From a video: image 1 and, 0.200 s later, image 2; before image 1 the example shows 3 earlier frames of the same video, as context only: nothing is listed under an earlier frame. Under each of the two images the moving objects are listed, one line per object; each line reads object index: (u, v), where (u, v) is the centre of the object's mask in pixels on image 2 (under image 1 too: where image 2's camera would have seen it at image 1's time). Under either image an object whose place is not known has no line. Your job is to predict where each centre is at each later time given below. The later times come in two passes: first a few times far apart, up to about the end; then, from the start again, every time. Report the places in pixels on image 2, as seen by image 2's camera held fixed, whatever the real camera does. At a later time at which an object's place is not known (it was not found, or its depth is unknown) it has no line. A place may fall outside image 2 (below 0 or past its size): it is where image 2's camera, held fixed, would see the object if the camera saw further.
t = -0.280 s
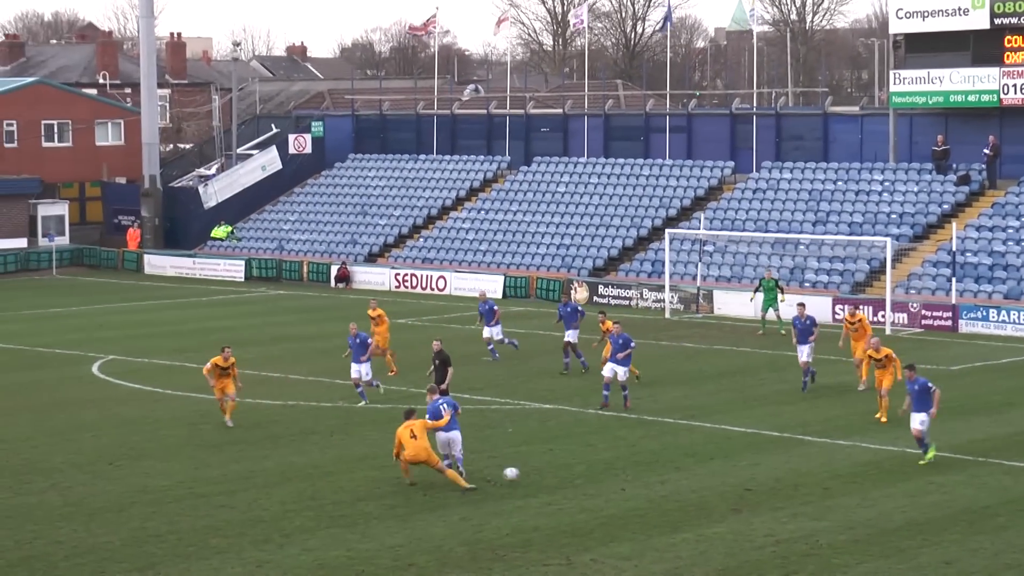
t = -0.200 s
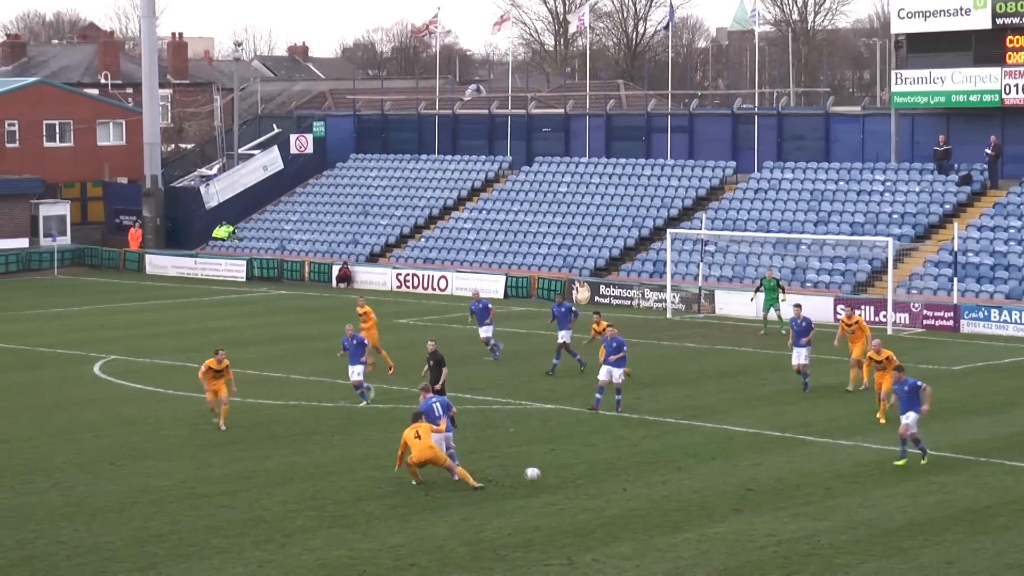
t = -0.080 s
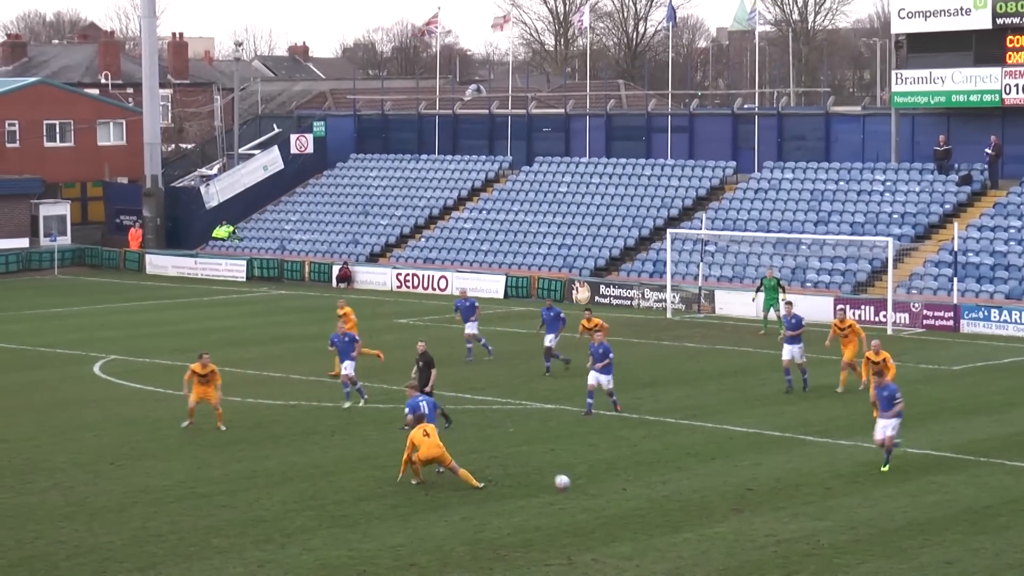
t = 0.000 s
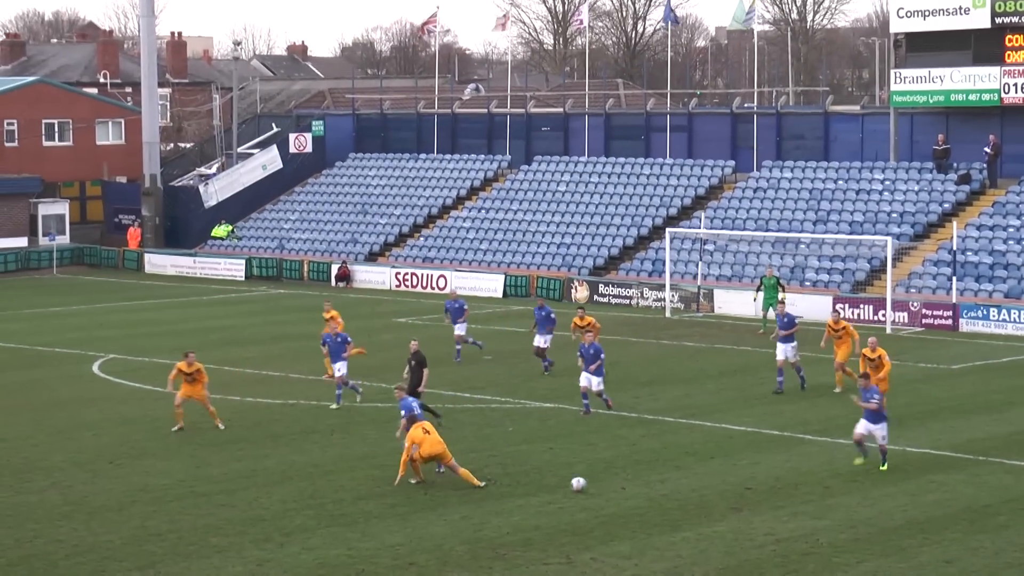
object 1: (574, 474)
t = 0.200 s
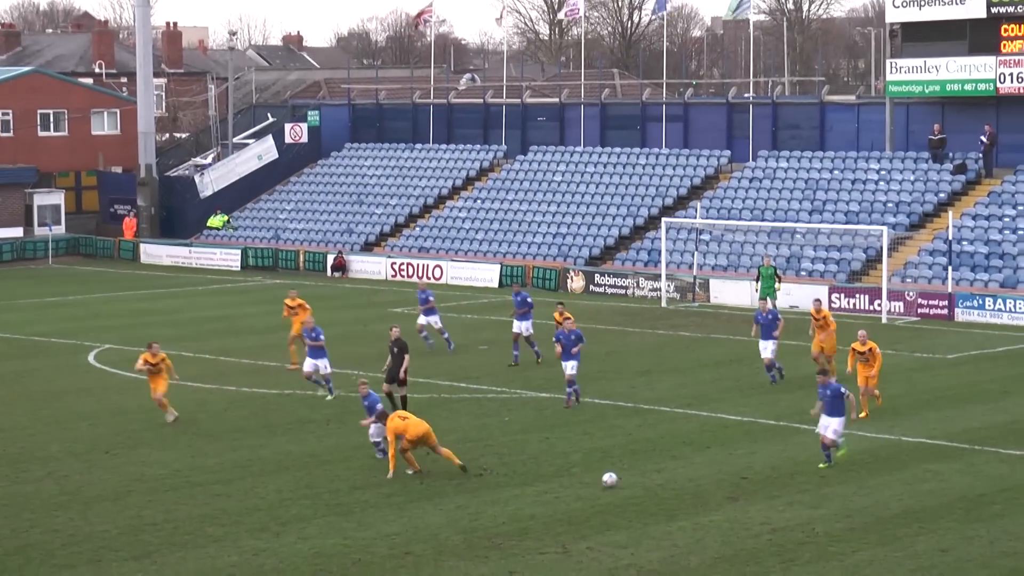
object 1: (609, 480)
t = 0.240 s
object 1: (616, 481)
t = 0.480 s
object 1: (651, 491)
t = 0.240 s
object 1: (616, 481)
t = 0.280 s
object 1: (622, 483)
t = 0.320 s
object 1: (628, 485)
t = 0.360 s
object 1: (634, 486)
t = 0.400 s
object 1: (640, 487)
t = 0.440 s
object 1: (645, 489)
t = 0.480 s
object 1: (651, 491)
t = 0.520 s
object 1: (656, 492)
